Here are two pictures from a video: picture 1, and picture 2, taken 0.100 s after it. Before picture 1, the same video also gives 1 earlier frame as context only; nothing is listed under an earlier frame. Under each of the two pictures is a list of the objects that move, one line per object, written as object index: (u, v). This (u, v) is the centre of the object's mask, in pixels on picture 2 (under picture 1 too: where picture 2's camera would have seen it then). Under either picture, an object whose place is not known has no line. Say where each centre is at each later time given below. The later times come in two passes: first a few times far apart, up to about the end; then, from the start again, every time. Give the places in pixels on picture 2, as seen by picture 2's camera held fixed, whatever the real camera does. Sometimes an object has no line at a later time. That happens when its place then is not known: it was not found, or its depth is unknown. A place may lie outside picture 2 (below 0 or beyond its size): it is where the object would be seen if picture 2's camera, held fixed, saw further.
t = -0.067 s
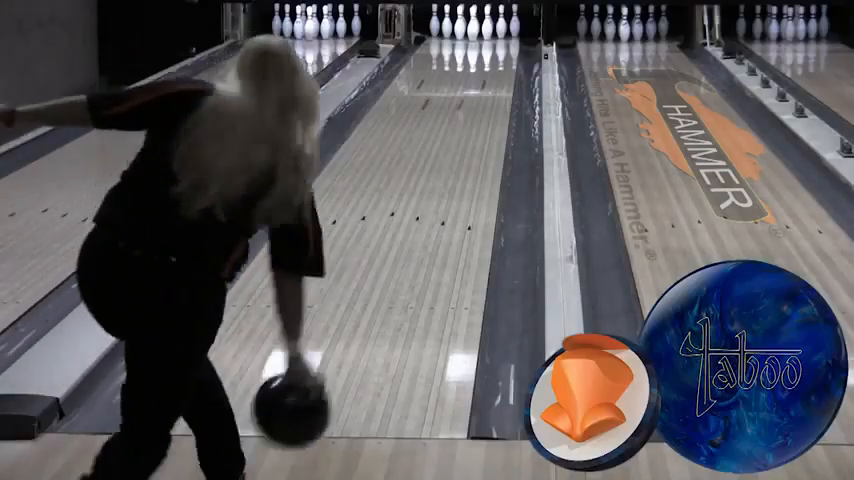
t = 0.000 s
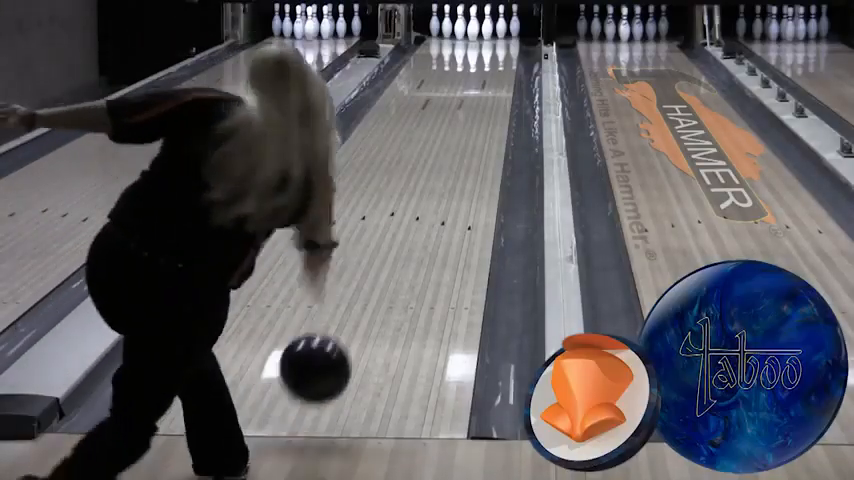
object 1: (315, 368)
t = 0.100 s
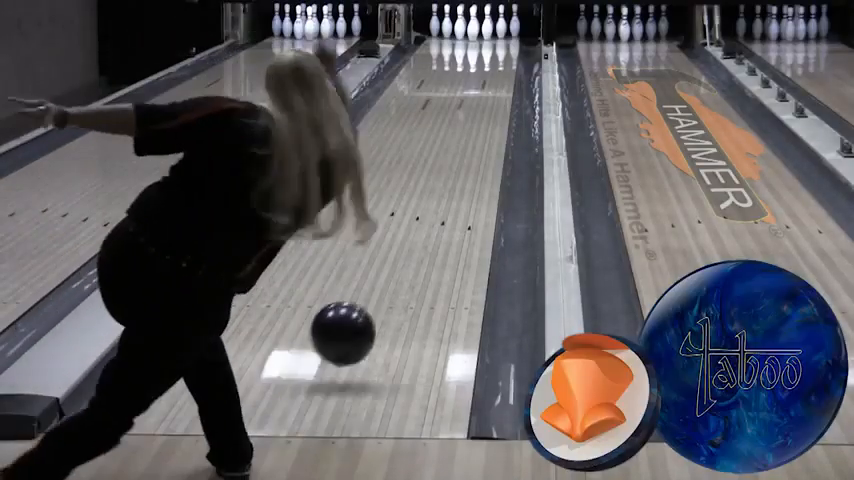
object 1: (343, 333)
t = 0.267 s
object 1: (378, 287)
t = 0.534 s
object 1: (417, 214)
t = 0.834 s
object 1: (446, 157)
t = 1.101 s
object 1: (464, 123)
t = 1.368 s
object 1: (477, 96)
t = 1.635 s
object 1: (486, 75)
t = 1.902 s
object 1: (490, 58)
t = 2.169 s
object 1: (488, 46)
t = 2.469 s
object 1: (481, 35)
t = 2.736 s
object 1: (480, 30)
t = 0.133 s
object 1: (351, 329)
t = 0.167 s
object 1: (358, 326)
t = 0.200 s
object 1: (365, 311)
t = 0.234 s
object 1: (372, 299)
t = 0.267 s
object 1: (378, 287)
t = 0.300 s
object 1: (384, 276)
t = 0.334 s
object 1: (390, 266)
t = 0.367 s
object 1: (395, 256)
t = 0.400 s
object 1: (400, 246)
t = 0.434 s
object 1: (405, 237)
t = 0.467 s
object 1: (409, 229)
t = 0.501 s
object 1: (413, 221)
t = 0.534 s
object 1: (417, 214)
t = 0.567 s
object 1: (426, 206)
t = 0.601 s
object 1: (434, 199)
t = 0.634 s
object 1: (429, 192)
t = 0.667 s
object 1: (432, 186)
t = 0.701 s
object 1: (435, 179)
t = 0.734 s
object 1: (438, 173)
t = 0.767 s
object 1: (441, 168)
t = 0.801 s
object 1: (443, 162)
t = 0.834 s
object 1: (446, 157)
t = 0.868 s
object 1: (448, 152)
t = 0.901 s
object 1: (451, 148)
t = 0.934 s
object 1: (453, 143)
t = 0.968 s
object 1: (456, 138)
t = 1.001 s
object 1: (458, 134)
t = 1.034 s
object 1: (460, 130)
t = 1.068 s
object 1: (462, 126)
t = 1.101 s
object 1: (464, 123)
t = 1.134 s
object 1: (466, 118)
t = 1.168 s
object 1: (467, 115)
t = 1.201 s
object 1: (469, 112)
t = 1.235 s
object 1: (471, 108)
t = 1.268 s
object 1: (472, 105)
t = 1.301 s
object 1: (474, 102)
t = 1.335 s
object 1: (475, 99)
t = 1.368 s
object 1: (477, 96)
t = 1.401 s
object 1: (478, 93)
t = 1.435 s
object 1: (479, 90)
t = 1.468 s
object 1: (481, 88)
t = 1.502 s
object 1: (482, 85)
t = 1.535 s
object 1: (483, 82)
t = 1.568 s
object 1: (484, 80)
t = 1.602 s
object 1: (485, 78)
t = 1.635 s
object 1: (486, 75)
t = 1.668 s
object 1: (486, 73)
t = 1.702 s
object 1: (488, 70)
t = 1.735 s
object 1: (488, 68)
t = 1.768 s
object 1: (489, 66)
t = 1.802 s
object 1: (489, 64)
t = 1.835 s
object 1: (489, 62)
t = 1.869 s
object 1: (490, 60)
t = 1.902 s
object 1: (490, 58)
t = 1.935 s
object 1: (490, 57)
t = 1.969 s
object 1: (490, 55)
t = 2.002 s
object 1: (490, 53)
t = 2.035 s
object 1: (490, 52)
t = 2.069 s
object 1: (490, 50)
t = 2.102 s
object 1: (489, 49)
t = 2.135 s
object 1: (489, 48)
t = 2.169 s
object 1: (488, 46)
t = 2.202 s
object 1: (488, 45)
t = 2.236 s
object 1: (487, 44)
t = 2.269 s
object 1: (487, 43)
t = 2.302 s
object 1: (486, 41)
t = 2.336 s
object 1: (485, 40)
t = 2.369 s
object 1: (484, 39)
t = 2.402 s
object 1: (483, 38)
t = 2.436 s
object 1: (482, 37)
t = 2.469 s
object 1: (481, 35)
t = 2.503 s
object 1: (480, 34)
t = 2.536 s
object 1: (479, 33)
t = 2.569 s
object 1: (479, 32)
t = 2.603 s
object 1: (480, 32)
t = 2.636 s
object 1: (480, 31)
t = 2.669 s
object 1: (480, 31)
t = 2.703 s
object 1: (480, 30)
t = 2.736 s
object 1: (480, 30)
